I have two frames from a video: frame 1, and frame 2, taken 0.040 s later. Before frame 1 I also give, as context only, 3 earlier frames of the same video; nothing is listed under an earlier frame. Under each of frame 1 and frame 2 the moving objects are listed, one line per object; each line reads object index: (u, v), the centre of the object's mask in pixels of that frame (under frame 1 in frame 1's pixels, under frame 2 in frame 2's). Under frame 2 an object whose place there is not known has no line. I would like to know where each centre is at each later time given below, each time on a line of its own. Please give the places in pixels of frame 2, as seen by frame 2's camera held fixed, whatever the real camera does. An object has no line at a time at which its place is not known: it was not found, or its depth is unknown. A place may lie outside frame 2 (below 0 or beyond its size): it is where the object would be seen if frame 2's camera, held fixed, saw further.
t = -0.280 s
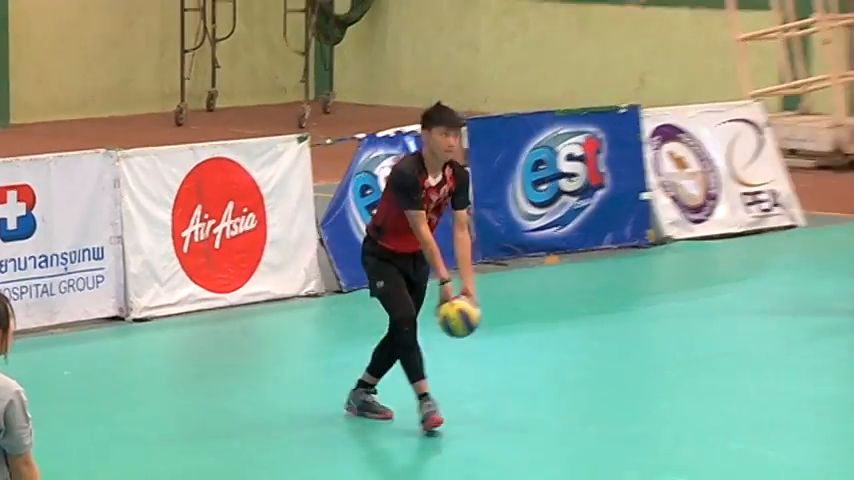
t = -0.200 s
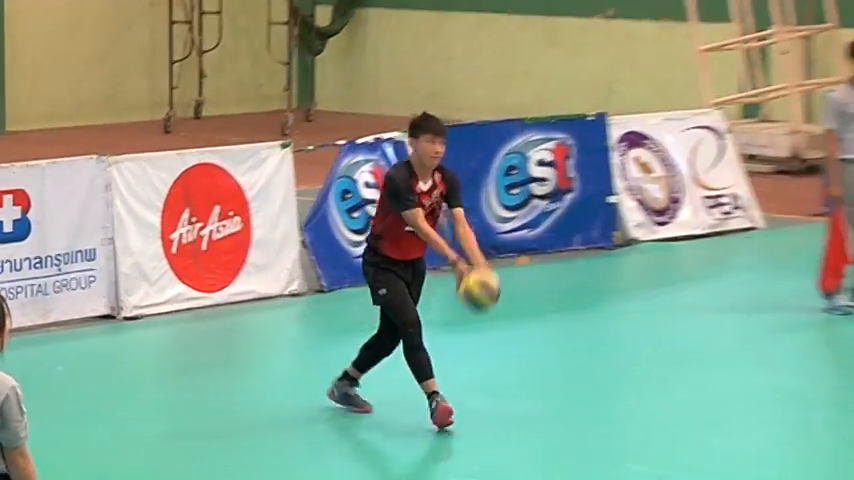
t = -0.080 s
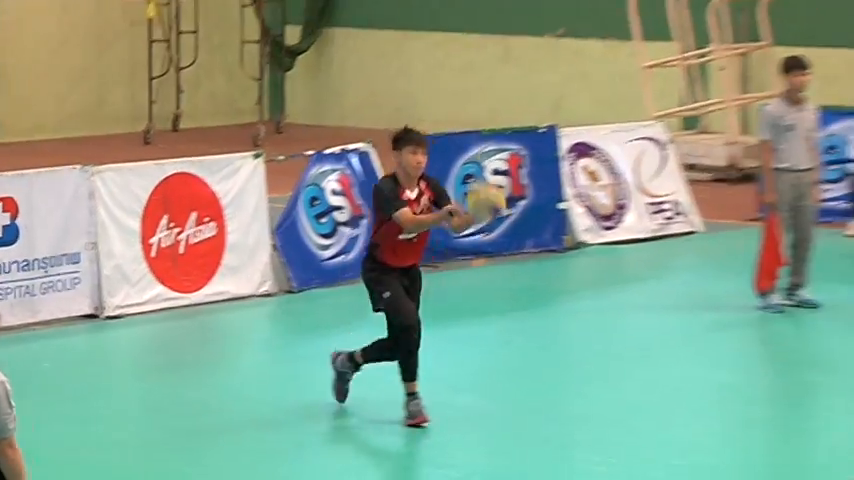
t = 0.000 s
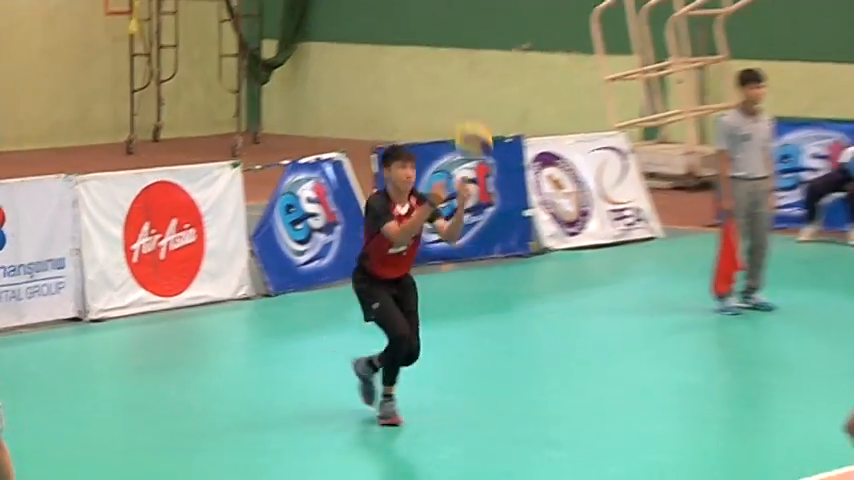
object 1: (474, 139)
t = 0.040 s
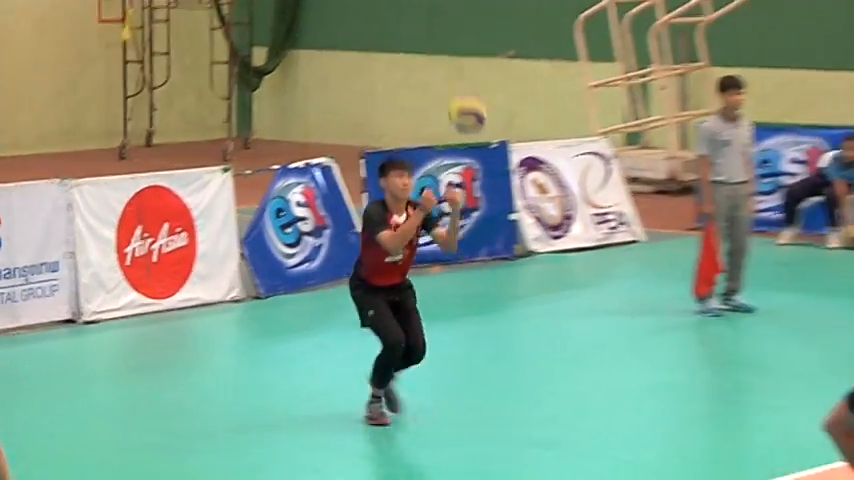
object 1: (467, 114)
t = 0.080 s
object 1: (475, 86)
